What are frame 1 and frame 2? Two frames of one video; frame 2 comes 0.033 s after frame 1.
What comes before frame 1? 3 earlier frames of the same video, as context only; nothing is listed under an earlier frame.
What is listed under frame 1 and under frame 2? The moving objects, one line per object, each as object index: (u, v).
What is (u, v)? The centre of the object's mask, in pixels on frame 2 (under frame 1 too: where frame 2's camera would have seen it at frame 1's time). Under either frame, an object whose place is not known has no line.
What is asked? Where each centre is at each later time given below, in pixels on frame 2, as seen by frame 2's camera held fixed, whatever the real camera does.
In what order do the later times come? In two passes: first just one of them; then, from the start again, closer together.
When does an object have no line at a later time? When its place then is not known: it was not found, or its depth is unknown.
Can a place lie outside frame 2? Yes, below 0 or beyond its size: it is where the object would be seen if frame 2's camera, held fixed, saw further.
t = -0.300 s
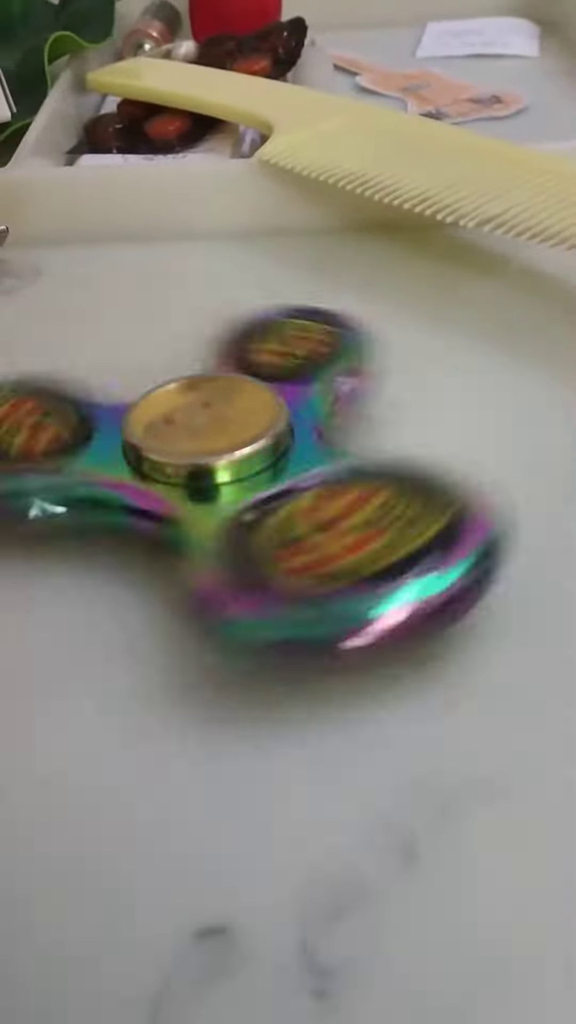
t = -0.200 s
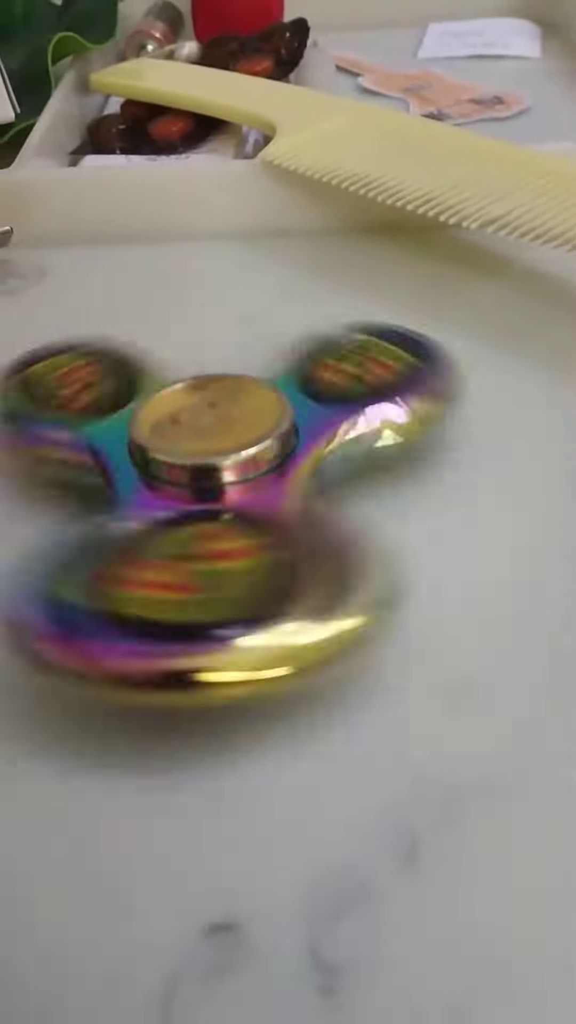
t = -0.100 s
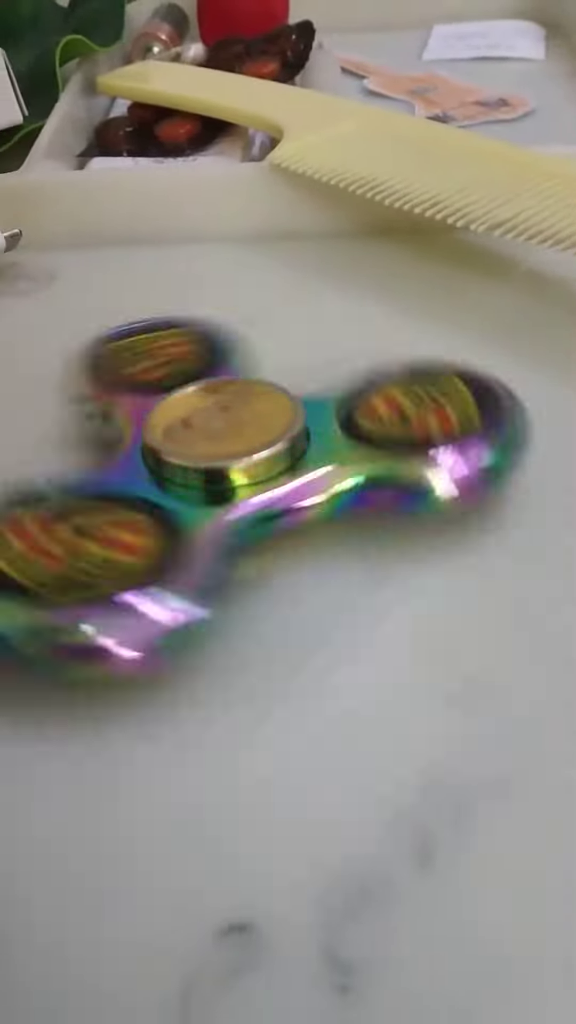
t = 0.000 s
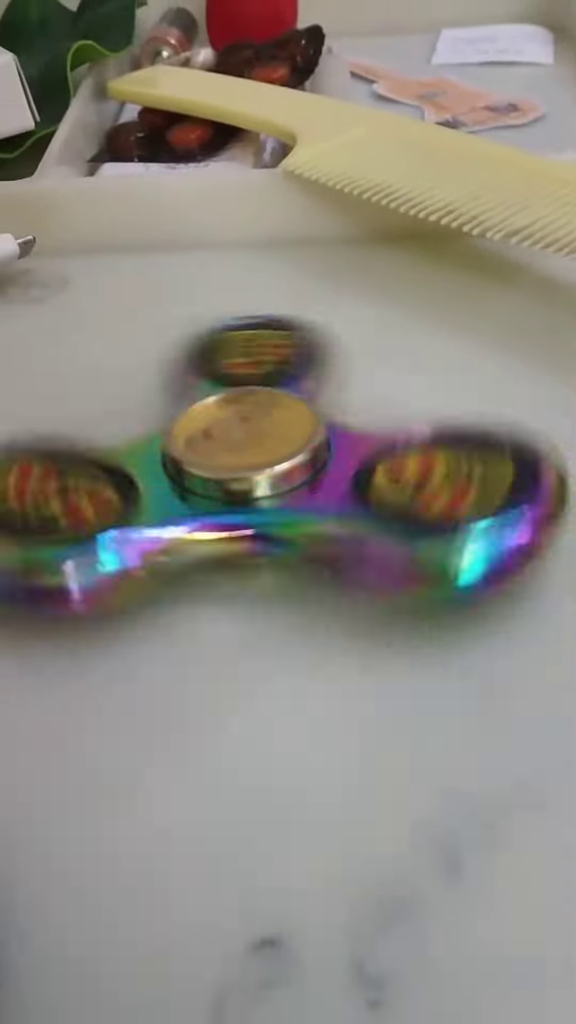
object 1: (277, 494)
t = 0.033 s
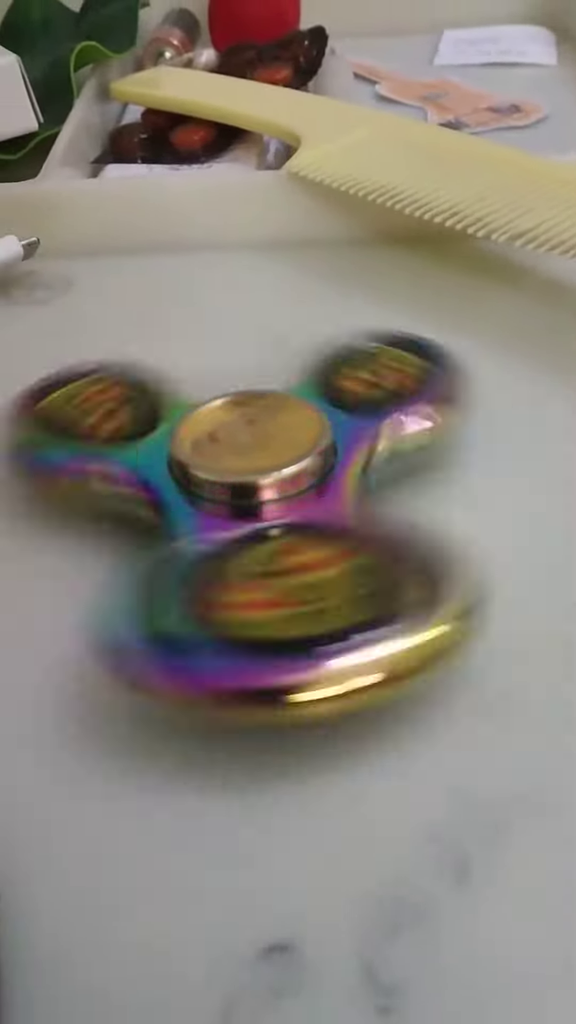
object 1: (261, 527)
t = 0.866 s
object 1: (262, 493)
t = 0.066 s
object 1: (248, 499)
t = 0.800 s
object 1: (277, 497)
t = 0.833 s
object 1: (253, 524)
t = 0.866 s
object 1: (262, 493)
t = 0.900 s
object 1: (272, 513)
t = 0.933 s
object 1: (240, 501)
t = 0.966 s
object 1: (284, 499)
